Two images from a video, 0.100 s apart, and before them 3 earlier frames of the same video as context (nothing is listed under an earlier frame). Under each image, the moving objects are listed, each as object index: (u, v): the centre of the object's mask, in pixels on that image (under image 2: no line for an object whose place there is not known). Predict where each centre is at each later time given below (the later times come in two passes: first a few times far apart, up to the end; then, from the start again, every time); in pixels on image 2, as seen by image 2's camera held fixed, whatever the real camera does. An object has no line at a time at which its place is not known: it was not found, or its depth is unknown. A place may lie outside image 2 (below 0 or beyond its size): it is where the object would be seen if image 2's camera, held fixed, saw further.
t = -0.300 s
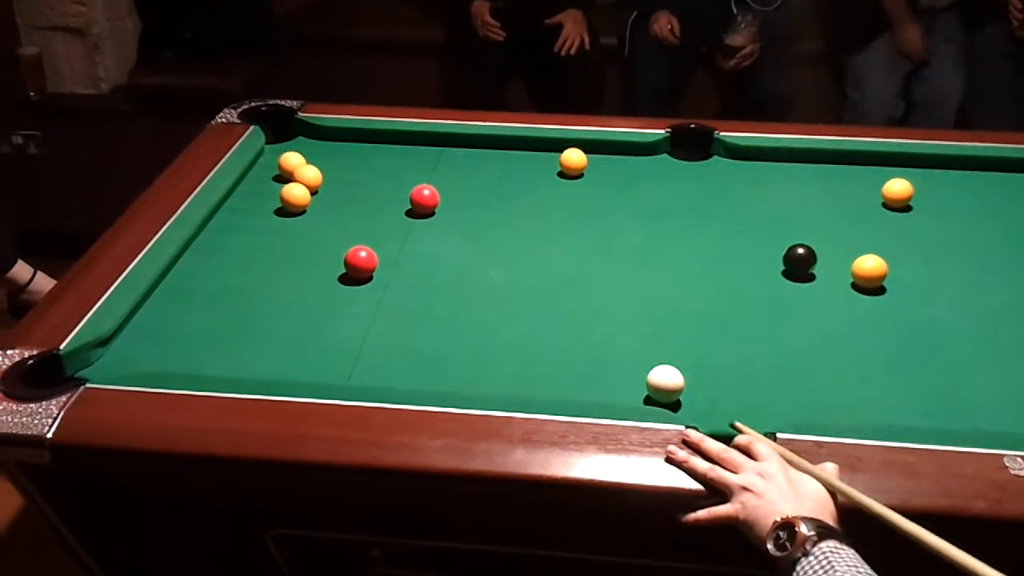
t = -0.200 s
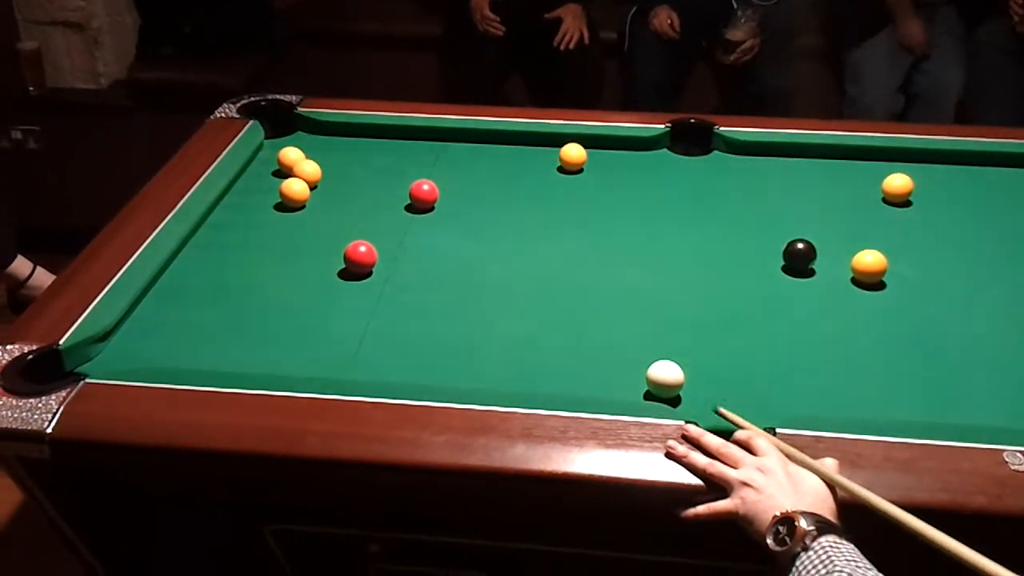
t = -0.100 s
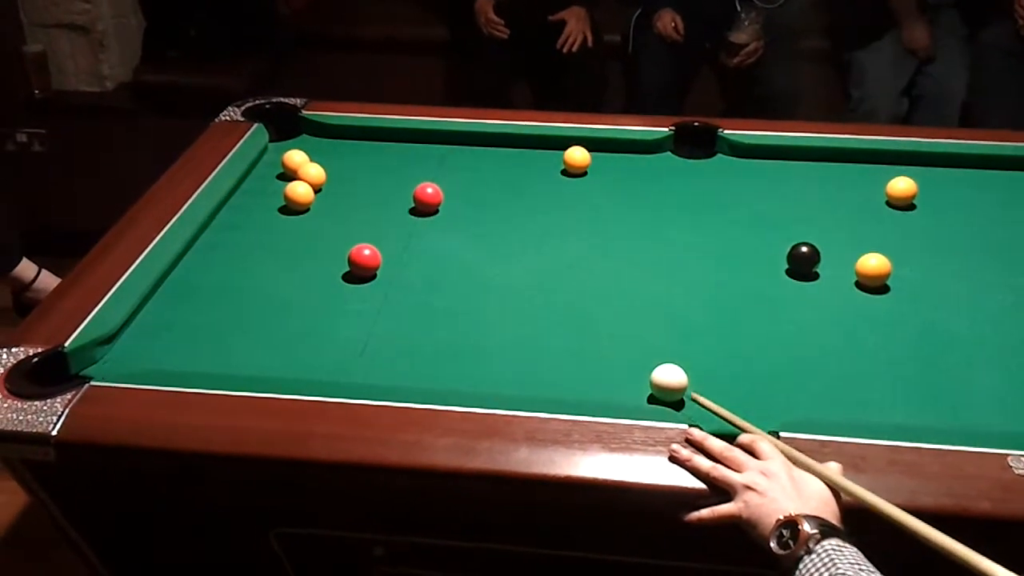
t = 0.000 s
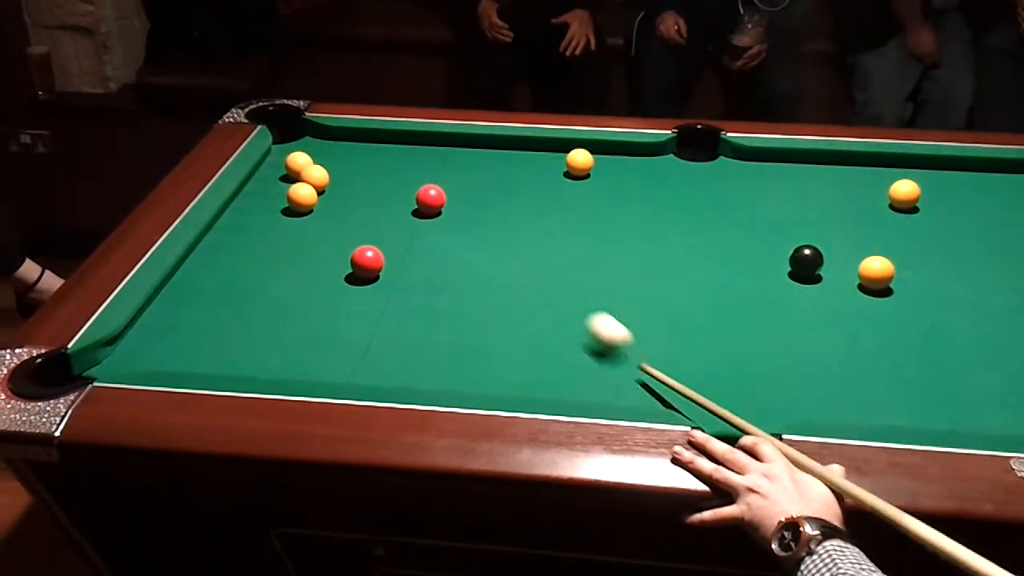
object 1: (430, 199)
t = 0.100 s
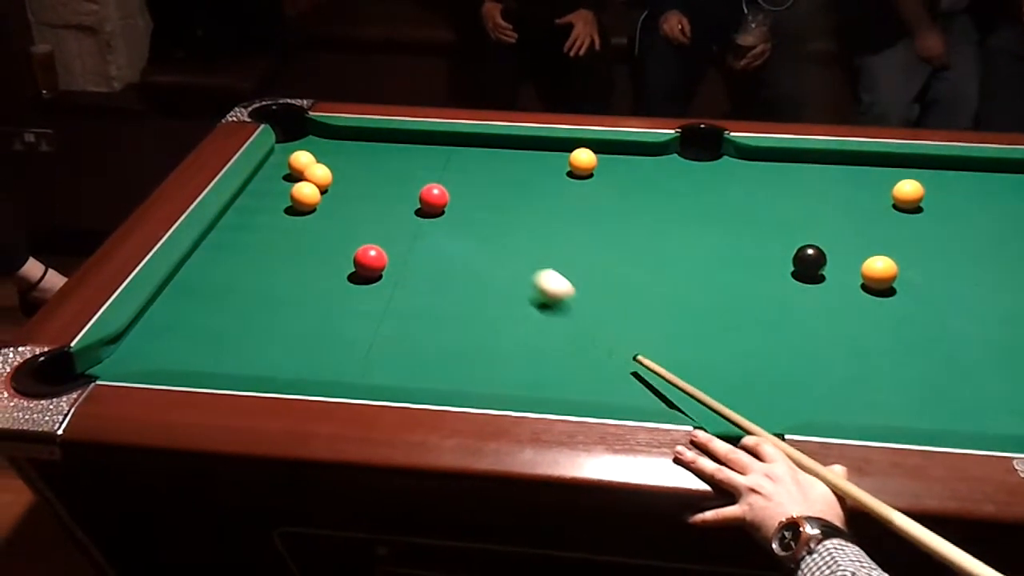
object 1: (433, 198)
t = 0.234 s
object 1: (433, 198)
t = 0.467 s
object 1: (397, 178)
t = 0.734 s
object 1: (341, 146)
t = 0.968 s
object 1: (298, 126)
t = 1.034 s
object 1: (286, 134)
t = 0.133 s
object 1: (433, 198)
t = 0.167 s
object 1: (433, 198)
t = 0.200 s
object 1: (433, 198)
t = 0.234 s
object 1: (433, 198)
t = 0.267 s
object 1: (433, 198)
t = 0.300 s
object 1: (433, 198)
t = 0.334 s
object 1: (432, 198)
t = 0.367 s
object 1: (427, 194)
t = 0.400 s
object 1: (417, 188)
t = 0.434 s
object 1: (407, 183)
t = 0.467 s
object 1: (397, 178)
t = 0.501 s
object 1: (389, 173)
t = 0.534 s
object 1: (382, 169)
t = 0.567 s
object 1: (375, 165)
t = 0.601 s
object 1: (368, 162)
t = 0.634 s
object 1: (361, 158)
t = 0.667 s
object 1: (354, 154)
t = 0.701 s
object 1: (347, 150)
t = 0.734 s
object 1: (341, 146)
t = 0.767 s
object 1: (334, 143)
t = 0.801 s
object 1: (328, 140)
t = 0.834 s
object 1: (323, 136)
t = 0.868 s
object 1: (317, 133)
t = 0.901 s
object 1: (311, 129)
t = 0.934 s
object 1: (305, 127)
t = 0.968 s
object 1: (298, 126)
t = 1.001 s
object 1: (290, 129)
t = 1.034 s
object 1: (286, 134)
